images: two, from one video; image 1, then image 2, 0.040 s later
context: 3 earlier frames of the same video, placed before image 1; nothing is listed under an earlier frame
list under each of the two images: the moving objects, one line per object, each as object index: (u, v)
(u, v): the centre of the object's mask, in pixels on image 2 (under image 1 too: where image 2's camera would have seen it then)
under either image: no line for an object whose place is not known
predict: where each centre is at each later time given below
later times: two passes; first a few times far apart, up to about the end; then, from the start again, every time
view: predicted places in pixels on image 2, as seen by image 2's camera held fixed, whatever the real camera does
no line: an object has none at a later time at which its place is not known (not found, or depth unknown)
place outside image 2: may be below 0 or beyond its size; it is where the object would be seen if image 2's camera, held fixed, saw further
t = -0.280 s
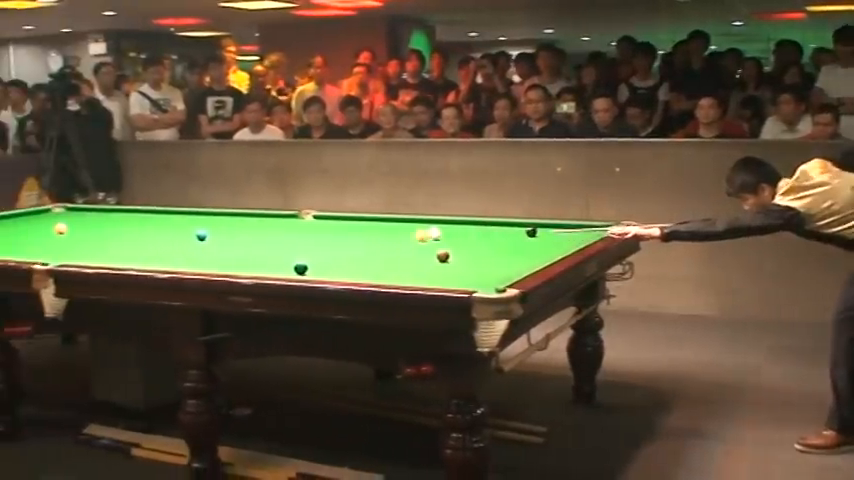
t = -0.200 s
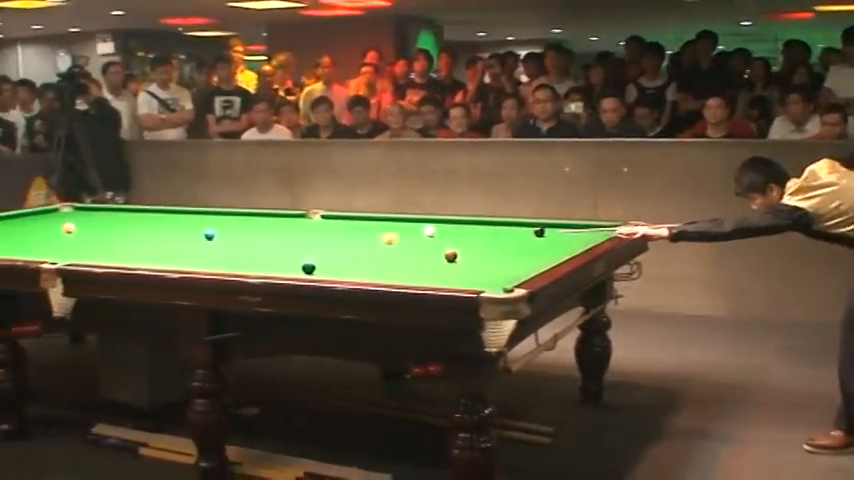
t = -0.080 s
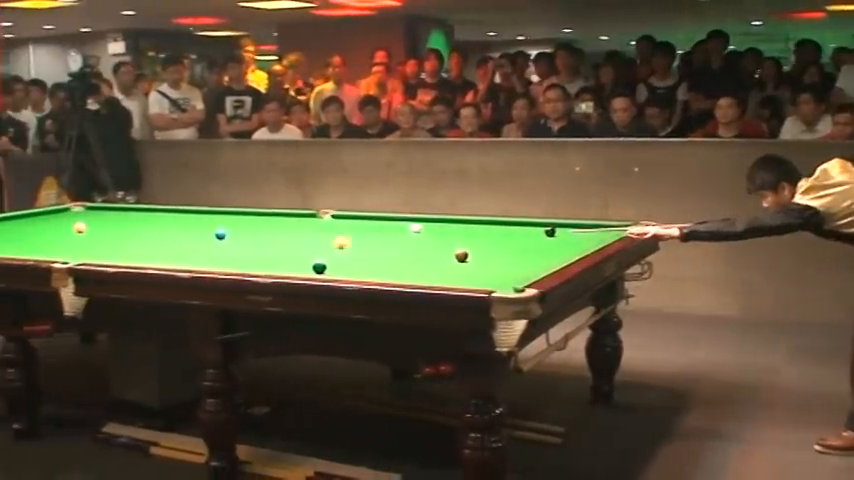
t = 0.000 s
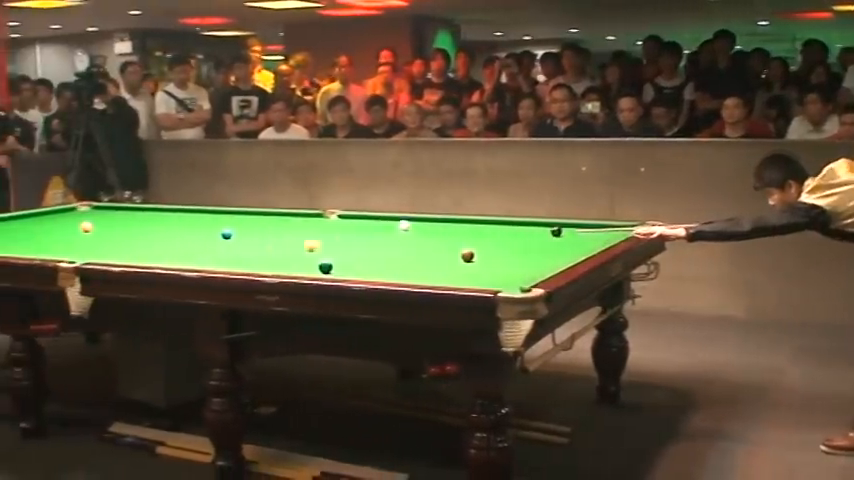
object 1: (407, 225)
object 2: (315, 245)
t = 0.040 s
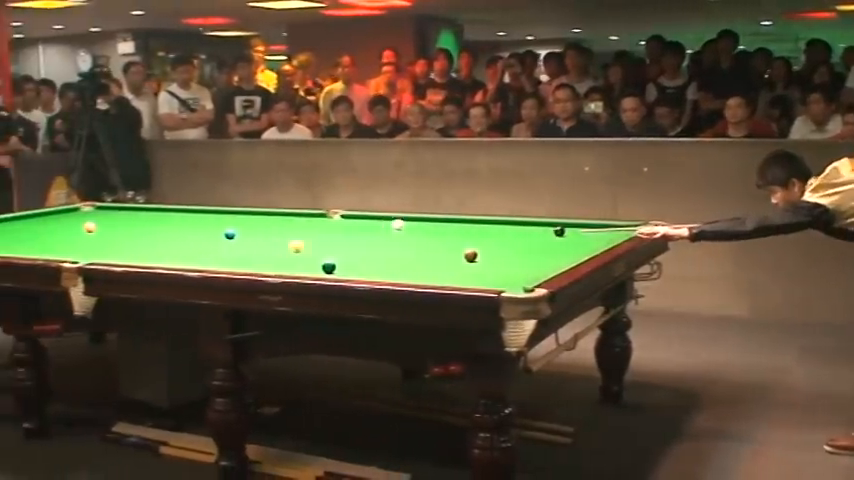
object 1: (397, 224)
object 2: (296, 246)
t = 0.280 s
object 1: (341, 218)
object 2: (199, 253)
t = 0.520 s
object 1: (291, 214)
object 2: (93, 259)
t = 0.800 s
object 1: (236, 211)
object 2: (125, 255)
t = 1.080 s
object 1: (177, 210)
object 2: (151, 249)
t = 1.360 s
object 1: (121, 209)
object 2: (173, 242)
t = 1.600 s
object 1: (76, 208)
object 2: (191, 238)
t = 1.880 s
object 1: (87, 210)
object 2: (209, 233)
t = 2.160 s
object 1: (113, 212)
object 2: (224, 228)
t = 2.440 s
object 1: (139, 213)
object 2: (239, 225)
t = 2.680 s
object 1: (162, 216)
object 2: (250, 221)
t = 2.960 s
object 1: (189, 217)
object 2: (262, 218)
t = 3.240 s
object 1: (215, 219)
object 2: (272, 215)
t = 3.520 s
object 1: (242, 222)
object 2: (276, 213)
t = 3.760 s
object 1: (265, 223)
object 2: (267, 214)
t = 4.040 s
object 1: (293, 225)
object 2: (255, 215)
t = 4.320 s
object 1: (320, 228)
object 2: (244, 217)
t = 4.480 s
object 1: (335, 229)
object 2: (238, 218)
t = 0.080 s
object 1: (387, 223)
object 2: (281, 247)
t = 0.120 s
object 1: (378, 222)
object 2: (265, 248)
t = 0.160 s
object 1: (368, 221)
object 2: (248, 249)
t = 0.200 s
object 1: (360, 220)
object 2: (232, 249)
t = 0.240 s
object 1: (350, 219)
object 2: (215, 252)
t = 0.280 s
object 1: (341, 218)
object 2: (199, 253)
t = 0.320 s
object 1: (333, 218)
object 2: (182, 254)
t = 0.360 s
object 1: (324, 217)
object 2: (165, 256)
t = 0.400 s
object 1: (316, 216)
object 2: (148, 257)
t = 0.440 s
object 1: (308, 215)
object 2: (131, 257)
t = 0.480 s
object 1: (300, 215)
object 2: (113, 257)
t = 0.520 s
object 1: (291, 214)
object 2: (93, 259)
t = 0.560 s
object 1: (284, 214)
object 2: (91, 260)
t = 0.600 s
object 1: (276, 213)
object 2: (100, 260)
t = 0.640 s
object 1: (269, 212)
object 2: (106, 259)
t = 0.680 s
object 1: (262, 212)
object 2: (112, 258)
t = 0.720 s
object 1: (254, 212)
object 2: (117, 256)
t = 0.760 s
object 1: (245, 211)
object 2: (122, 256)
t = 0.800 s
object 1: (236, 211)
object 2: (125, 255)
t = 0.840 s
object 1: (227, 211)
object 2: (129, 254)
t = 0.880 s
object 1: (218, 211)
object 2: (133, 254)
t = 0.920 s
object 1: (210, 211)
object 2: (137, 253)
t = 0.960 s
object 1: (201, 210)
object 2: (141, 252)
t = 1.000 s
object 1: (194, 210)
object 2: (144, 251)
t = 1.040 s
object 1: (185, 210)
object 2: (147, 250)
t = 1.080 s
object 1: (177, 210)
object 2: (151, 249)
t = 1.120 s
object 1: (169, 209)
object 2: (154, 248)
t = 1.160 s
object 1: (160, 209)
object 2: (157, 247)
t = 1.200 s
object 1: (152, 209)
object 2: (161, 246)
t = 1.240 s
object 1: (144, 209)
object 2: (164, 245)
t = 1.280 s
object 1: (136, 209)
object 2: (167, 244)
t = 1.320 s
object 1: (129, 209)
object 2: (170, 243)
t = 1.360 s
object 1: (121, 209)
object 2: (173, 242)
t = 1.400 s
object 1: (113, 209)
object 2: (176, 242)
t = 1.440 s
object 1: (105, 209)
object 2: (179, 241)
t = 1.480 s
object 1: (97, 209)
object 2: (182, 240)
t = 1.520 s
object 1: (90, 209)
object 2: (185, 239)
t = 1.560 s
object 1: (83, 208)
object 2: (188, 238)
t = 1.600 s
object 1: (76, 208)
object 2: (191, 238)
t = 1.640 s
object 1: (69, 209)
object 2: (193, 237)
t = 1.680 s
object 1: (66, 209)
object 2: (196, 236)
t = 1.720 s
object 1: (72, 209)
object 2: (199, 236)
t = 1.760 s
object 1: (75, 209)
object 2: (201, 235)
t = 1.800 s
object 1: (80, 210)
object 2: (204, 234)
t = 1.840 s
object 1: (84, 210)
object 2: (206, 233)
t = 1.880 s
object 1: (87, 210)
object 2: (209, 233)
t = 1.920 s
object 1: (91, 210)
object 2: (211, 232)
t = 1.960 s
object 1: (94, 211)
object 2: (214, 232)
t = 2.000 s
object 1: (98, 211)
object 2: (216, 231)
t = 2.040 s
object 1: (101, 211)
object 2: (218, 230)
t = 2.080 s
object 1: (106, 211)
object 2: (220, 229)
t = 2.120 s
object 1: (110, 212)
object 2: (222, 229)
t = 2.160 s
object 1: (113, 212)
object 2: (224, 228)
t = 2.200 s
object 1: (117, 212)
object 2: (226, 227)
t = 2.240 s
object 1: (121, 212)
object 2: (227, 227)
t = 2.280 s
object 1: (124, 213)
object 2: (232, 226)
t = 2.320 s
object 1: (128, 213)
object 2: (234, 226)
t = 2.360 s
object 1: (132, 213)
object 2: (235, 226)
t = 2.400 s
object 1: (135, 213)
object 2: (237, 226)
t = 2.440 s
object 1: (139, 213)
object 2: (239, 225)
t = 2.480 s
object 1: (143, 214)
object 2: (242, 224)
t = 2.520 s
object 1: (147, 214)
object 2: (243, 224)
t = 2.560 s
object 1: (151, 215)
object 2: (245, 223)
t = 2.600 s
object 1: (154, 215)
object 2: (247, 222)
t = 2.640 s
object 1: (158, 215)
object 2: (249, 222)
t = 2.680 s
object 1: (162, 216)
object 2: (250, 221)
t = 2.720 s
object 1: (166, 216)
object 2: (253, 220)
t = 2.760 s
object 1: (170, 216)
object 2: (254, 220)
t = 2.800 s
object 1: (173, 216)
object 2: (256, 220)
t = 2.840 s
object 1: (177, 217)
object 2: (258, 220)
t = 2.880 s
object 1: (181, 217)
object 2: (259, 219)
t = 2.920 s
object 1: (185, 217)
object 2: (260, 218)
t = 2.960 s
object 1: (189, 217)
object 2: (262, 218)
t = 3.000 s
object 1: (192, 217)
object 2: (264, 217)
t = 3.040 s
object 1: (196, 218)
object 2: (266, 216)
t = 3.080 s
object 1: (200, 218)
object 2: (267, 216)
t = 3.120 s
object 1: (203, 218)
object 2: (268, 216)
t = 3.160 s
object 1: (208, 219)
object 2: (270, 215)
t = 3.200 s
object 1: (211, 219)
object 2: (271, 215)
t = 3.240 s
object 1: (215, 219)
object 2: (272, 215)
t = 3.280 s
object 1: (219, 220)
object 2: (274, 214)
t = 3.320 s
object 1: (223, 220)
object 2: (275, 214)
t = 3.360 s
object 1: (227, 220)
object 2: (277, 213)
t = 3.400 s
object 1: (230, 221)
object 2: (278, 213)
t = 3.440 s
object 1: (234, 221)
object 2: (280, 213)
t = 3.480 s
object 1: (238, 221)
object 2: (278, 213)
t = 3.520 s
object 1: (242, 222)
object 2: (276, 213)
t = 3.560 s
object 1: (246, 221)
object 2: (275, 213)
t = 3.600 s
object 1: (250, 222)
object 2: (273, 213)
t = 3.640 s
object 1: (254, 222)
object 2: (271, 213)
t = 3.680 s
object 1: (257, 222)
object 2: (269, 214)
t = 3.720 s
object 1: (260, 223)
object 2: (267, 214)
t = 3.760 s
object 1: (265, 223)
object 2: (267, 214)
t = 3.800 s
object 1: (270, 223)
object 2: (264, 214)
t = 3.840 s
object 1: (273, 224)
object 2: (263, 214)
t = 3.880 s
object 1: (276, 224)
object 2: (261, 214)
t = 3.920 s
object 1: (281, 224)
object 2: (260, 214)
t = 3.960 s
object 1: (285, 225)
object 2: (258, 215)
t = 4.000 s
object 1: (289, 225)
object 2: (257, 215)
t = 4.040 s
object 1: (293, 225)
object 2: (255, 215)
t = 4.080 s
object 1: (296, 225)
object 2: (254, 215)
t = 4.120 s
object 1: (301, 225)
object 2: (252, 216)
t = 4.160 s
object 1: (304, 226)
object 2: (251, 216)
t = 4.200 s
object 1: (308, 228)
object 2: (249, 216)
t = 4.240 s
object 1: (312, 227)
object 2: (247, 216)
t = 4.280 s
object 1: (316, 228)
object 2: (246, 217)
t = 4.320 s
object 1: (320, 228)
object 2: (244, 217)
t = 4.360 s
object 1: (323, 228)
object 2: (243, 217)
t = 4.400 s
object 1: (328, 229)
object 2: (241, 217)
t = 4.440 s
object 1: (331, 228)
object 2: (240, 217)
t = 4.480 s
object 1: (335, 229)
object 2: (238, 218)
